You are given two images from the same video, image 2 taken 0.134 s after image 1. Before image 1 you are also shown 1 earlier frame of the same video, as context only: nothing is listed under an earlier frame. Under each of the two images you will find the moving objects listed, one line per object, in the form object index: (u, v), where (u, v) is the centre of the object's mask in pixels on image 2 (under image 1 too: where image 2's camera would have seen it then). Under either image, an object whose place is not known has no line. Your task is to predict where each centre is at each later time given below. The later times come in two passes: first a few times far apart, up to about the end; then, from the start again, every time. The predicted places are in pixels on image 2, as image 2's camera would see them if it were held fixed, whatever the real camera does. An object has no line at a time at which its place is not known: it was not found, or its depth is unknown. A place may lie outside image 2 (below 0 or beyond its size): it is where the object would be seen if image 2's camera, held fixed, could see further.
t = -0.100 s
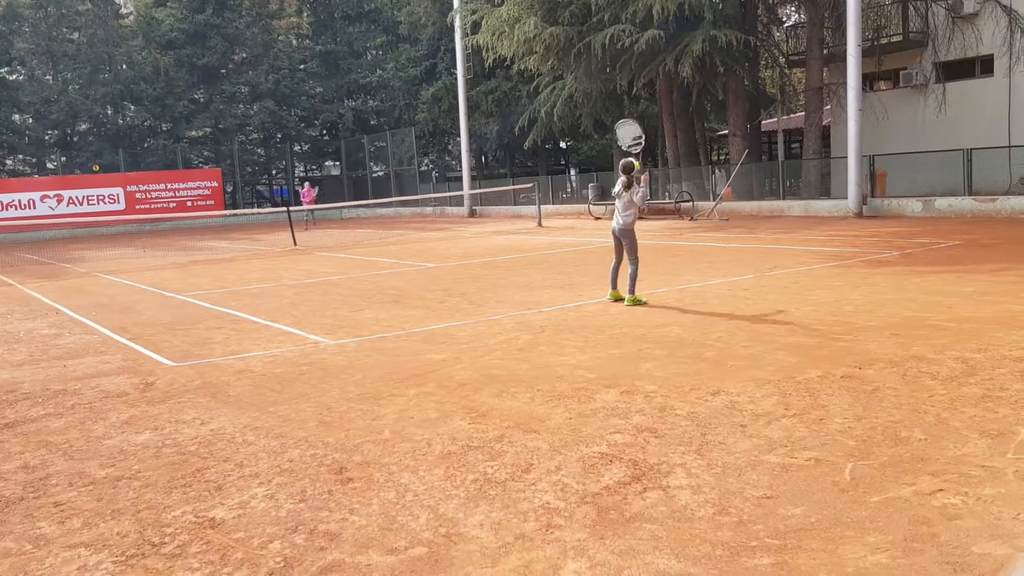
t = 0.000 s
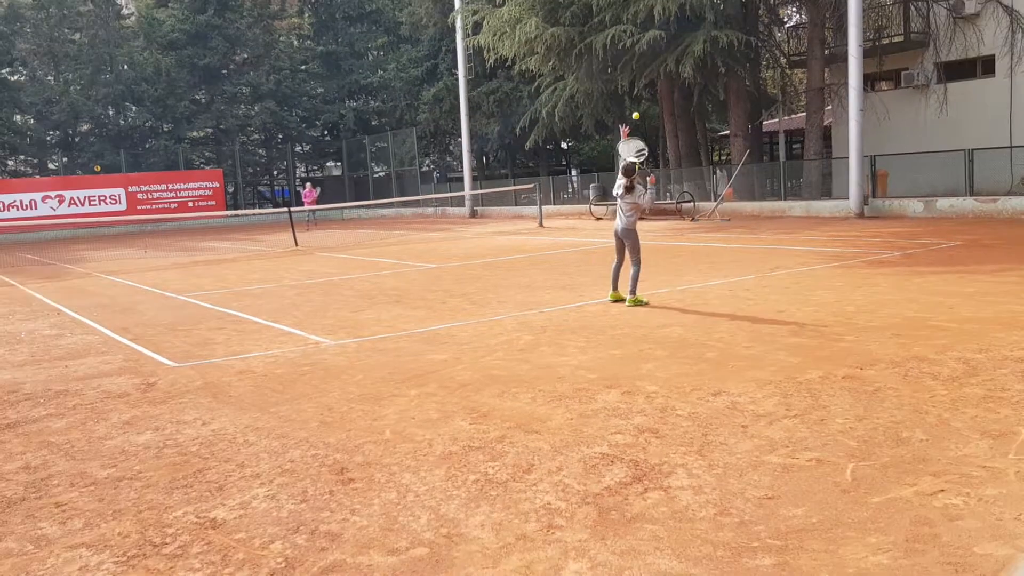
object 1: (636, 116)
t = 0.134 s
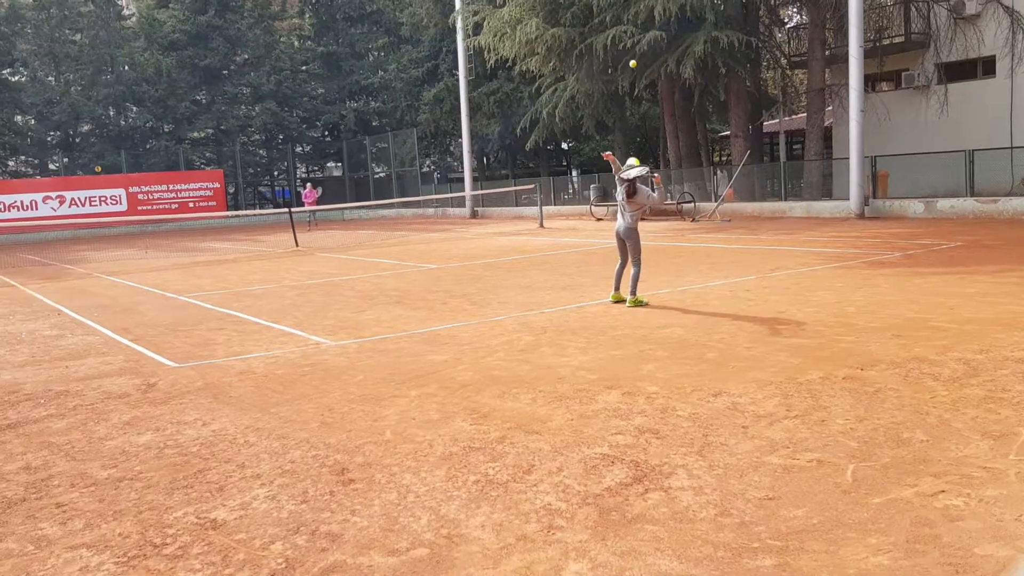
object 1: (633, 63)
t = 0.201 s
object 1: (631, 43)
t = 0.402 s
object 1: (628, 8)
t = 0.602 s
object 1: (626, 11)
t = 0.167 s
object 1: (632, 53)
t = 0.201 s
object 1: (631, 43)
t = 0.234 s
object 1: (630, 35)
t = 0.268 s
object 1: (630, 27)
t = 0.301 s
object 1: (628, 21)
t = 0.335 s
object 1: (628, 17)
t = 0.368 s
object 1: (630, 12)
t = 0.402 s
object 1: (628, 8)
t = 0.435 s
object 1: (628, 5)
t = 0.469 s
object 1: (627, 4)
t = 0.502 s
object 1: (627, 4)
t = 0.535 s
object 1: (626, 6)
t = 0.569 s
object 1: (627, 7)
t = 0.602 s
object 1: (626, 11)
